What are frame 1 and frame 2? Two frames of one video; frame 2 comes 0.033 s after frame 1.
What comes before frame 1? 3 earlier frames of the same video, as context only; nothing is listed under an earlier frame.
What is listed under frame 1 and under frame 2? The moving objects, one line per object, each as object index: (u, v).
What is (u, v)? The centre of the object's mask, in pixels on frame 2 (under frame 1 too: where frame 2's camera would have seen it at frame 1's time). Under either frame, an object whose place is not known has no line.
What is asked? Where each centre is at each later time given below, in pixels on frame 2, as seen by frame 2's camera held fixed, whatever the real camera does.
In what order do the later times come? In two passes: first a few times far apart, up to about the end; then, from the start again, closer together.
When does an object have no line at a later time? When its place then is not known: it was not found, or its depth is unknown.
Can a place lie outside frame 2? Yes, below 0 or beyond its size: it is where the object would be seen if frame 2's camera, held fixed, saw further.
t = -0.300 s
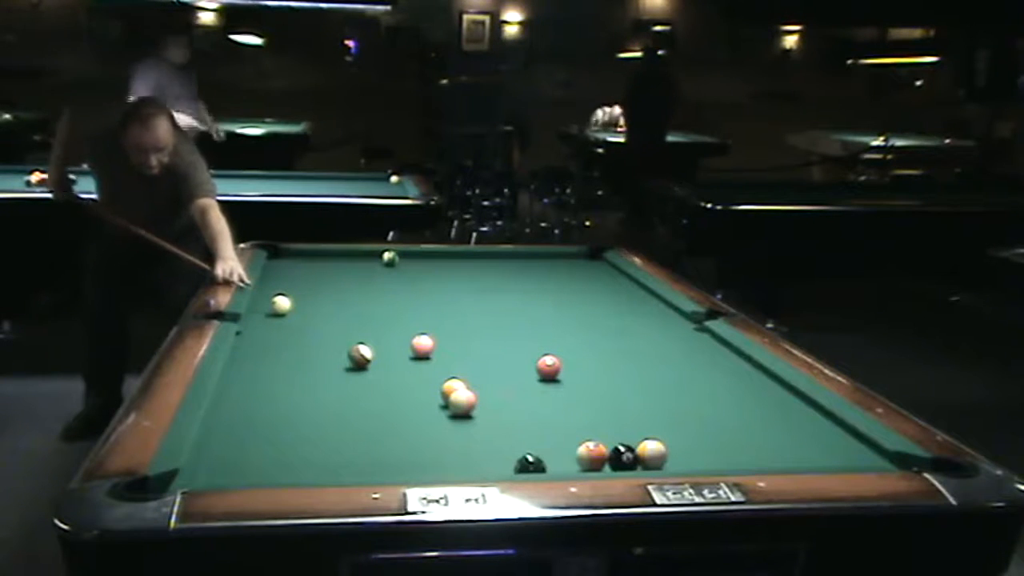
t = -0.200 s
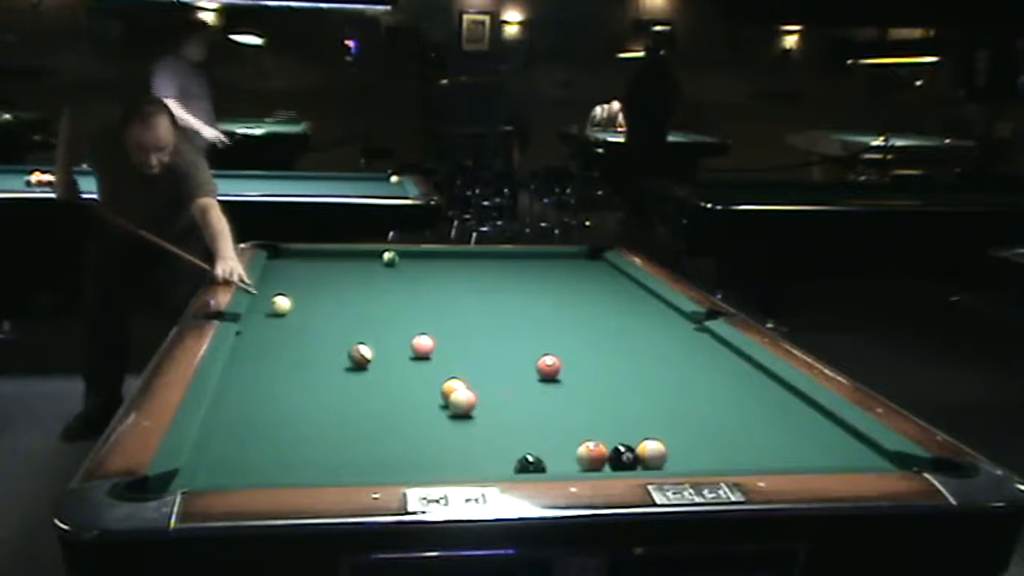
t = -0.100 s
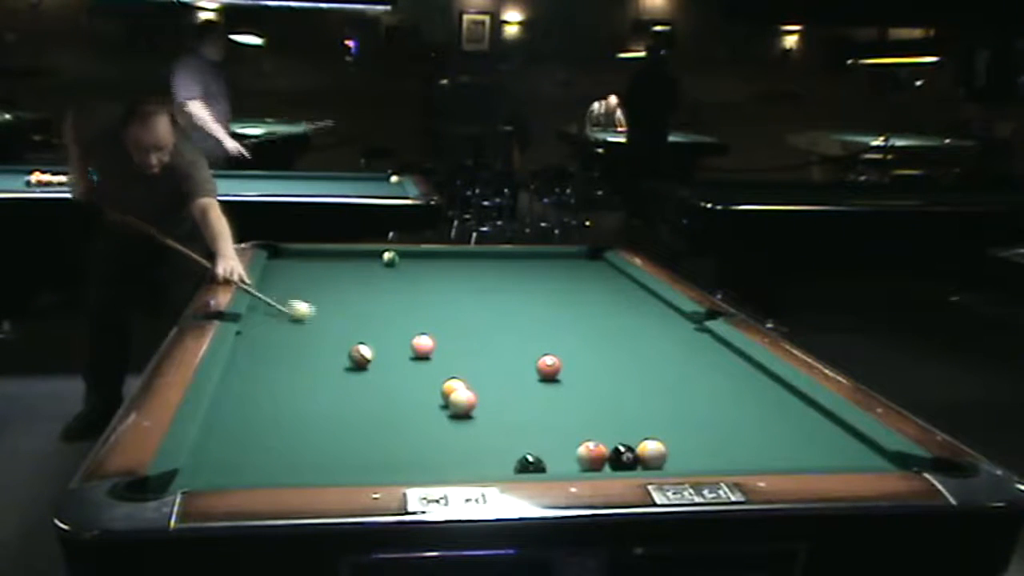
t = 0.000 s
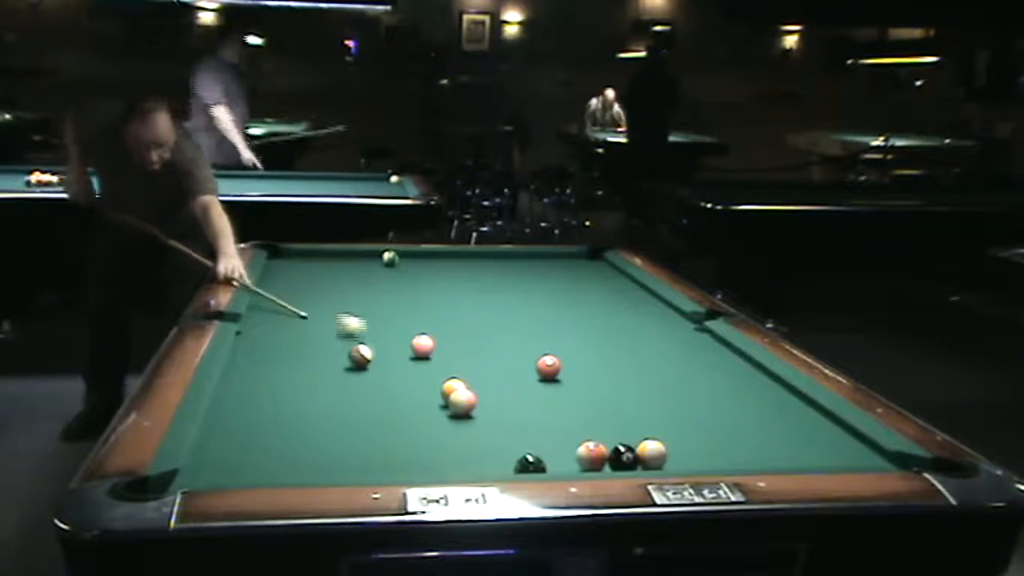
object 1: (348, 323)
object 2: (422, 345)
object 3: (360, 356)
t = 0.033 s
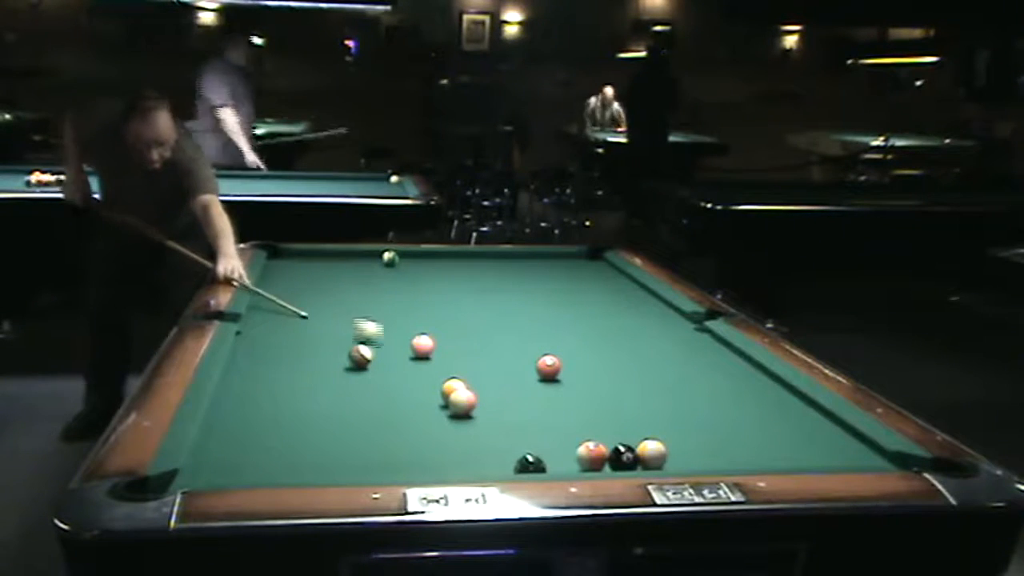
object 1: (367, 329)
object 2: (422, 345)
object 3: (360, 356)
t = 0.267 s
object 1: (400, 344)
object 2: (512, 366)
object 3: (360, 355)
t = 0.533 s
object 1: (390, 349)
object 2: (658, 401)
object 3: (360, 355)
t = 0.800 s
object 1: (381, 353)
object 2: (819, 438)
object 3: (358, 355)
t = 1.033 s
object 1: (383, 355)
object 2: (843, 456)
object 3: (353, 356)
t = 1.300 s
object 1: (382, 357)
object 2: (772, 444)
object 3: (346, 357)
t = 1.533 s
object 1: (382, 357)
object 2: (714, 431)
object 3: (344, 356)
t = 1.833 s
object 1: (382, 358)
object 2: (650, 416)
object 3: (341, 357)
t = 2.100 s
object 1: (382, 357)
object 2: (600, 406)
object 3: (341, 357)
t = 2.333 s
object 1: (382, 357)
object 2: (560, 397)
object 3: (342, 356)
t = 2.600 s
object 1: (382, 357)
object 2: (519, 388)
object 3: (342, 356)
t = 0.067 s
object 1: (385, 334)
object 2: (422, 346)
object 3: (360, 356)
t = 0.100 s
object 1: (400, 340)
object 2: (423, 346)
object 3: (360, 355)
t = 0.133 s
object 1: (404, 342)
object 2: (435, 348)
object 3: (360, 355)
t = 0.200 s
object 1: (402, 343)
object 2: (474, 357)
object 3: (360, 355)
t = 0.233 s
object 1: (401, 343)
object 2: (491, 361)
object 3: (360, 355)
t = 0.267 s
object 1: (400, 344)
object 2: (512, 366)
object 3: (360, 355)
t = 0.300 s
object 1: (399, 345)
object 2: (531, 371)
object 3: (360, 355)
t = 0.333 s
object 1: (397, 345)
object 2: (554, 377)
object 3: (360, 355)
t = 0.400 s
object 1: (395, 346)
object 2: (588, 383)
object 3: (360, 355)
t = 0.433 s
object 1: (394, 347)
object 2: (605, 387)
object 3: (360, 355)
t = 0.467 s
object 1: (393, 348)
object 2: (622, 390)
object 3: (360, 355)
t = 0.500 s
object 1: (392, 348)
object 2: (640, 395)
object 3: (360, 355)
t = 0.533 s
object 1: (390, 349)
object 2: (658, 401)
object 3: (360, 355)
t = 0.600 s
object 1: (388, 350)
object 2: (696, 408)
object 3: (360, 355)
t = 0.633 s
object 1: (387, 351)
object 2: (714, 413)
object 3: (360, 355)
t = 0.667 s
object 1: (386, 351)
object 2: (736, 418)
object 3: (360, 355)
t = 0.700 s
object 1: (384, 352)
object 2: (756, 423)
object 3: (360, 355)
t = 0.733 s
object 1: (383, 352)
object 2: (777, 428)
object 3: (360, 355)
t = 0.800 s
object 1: (381, 353)
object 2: (819, 438)
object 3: (358, 355)
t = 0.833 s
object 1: (381, 354)
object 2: (843, 443)
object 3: (358, 356)
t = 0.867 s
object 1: (382, 354)
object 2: (863, 448)
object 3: (357, 356)
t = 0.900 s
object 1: (382, 354)
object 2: (869, 451)
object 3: (356, 356)
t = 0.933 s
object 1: (382, 355)
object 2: (864, 454)
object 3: (355, 356)
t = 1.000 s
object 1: (382, 355)
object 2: (852, 458)
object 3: (354, 356)
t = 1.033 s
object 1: (383, 355)
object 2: (843, 456)
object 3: (353, 356)
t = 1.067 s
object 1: (383, 355)
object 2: (833, 454)
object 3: (351, 356)
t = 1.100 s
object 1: (383, 355)
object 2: (823, 453)
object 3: (351, 356)
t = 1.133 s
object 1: (382, 356)
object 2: (814, 452)
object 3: (350, 356)
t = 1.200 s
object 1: (383, 356)
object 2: (797, 449)
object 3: (348, 357)
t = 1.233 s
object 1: (382, 356)
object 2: (788, 448)
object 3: (347, 357)
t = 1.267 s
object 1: (382, 357)
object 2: (780, 447)
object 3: (347, 357)
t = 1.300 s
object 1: (382, 357)
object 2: (772, 444)
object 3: (346, 357)
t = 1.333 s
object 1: (382, 357)
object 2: (763, 442)
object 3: (346, 357)
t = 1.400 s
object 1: (382, 357)
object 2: (746, 439)
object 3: (345, 358)
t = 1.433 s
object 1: (382, 357)
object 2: (737, 436)
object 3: (344, 358)
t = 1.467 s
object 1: (382, 357)
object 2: (729, 434)
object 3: (344, 358)
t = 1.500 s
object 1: (382, 357)
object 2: (722, 433)
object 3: (344, 358)
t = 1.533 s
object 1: (382, 357)
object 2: (714, 431)
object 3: (344, 356)
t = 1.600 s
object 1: (382, 358)
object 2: (699, 427)
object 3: (343, 356)
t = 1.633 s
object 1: (382, 358)
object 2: (692, 425)
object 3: (343, 356)
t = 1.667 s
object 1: (382, 358)
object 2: (684, 424)
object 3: (342, 356)
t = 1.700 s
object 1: (382, 358)
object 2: (677, 423)
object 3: (342, 357)
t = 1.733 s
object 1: (382, 358)
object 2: (671, 421)
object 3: (342, 357)
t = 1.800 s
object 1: (382, 358)
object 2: (657, 419)
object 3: (341, 357)
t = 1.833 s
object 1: (382, 358)
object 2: (650, 416)
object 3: (341, 357)
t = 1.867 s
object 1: (382, 358)
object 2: (644, 415)
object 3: (341, 357)
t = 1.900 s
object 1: (382, 357)
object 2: (637, 414)
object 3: (341, 357)
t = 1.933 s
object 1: (382, 357)
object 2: (631, 412)
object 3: (341, 357)
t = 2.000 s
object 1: (382, 357)
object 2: (618, 410)
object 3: (341, 357)
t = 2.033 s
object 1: (382, 357)
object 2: (612, 407)
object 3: (341, 357)
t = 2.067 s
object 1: (382, 357)
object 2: (606, 407)
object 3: (341, 357)
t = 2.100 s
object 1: (382, 357)
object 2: (600, 406)
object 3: (341, 357)
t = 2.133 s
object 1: (382, 357)
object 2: (594, 404)
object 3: (342, 357)
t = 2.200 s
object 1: (382, 357)
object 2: (582, 402)
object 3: (342, 357)
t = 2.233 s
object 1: (382, 357)
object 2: (577, 400)
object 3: (342, 357)
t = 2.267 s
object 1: (382, 357)
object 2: (571, 399)
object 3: (342, 357)
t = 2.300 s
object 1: (382, 357)
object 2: (565, 398)
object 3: (342, 357)
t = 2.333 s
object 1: (382, 357)
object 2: (560, 397)
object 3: (342, 356)
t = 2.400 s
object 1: (382, 357)
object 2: (549, 395)
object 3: (342, 356)
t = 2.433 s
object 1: (382, 357)
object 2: (544, 394)
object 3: (342, 356)
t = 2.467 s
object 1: (382, 357)
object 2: (539, 392)
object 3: (342, 356)
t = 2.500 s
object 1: (382, 357)
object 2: (534, 391)
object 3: (342, 356)
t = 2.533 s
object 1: (382, 357)
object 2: (528, 390)
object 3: (342, 356)
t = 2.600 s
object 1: (382, 357)
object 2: (519, 388)
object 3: (342, 356)
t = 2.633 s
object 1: (382, 357)
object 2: (514, 387)
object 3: (342, 356)
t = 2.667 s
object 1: (382, 357)
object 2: (509, 386)
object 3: (342, 356)
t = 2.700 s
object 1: (382, 357)
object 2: (505, 384)
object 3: (342, 356)
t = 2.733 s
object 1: (382, 357)
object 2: (500, 383)
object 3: (342, 356)
